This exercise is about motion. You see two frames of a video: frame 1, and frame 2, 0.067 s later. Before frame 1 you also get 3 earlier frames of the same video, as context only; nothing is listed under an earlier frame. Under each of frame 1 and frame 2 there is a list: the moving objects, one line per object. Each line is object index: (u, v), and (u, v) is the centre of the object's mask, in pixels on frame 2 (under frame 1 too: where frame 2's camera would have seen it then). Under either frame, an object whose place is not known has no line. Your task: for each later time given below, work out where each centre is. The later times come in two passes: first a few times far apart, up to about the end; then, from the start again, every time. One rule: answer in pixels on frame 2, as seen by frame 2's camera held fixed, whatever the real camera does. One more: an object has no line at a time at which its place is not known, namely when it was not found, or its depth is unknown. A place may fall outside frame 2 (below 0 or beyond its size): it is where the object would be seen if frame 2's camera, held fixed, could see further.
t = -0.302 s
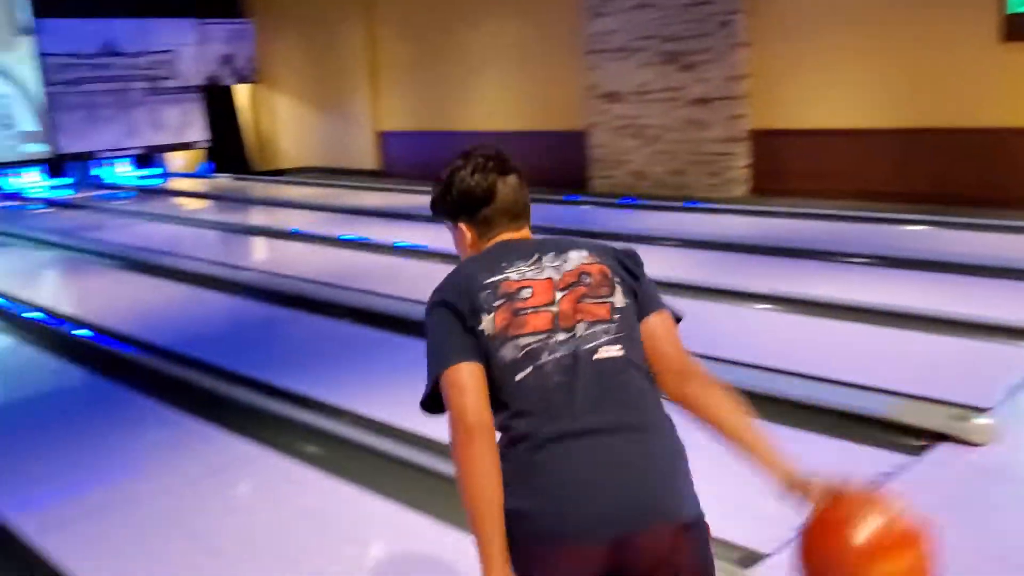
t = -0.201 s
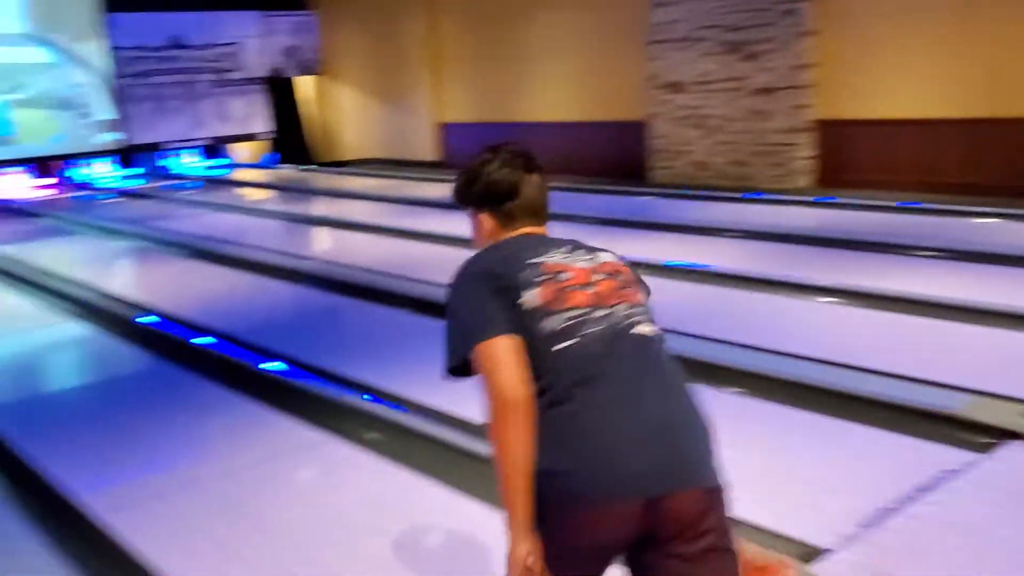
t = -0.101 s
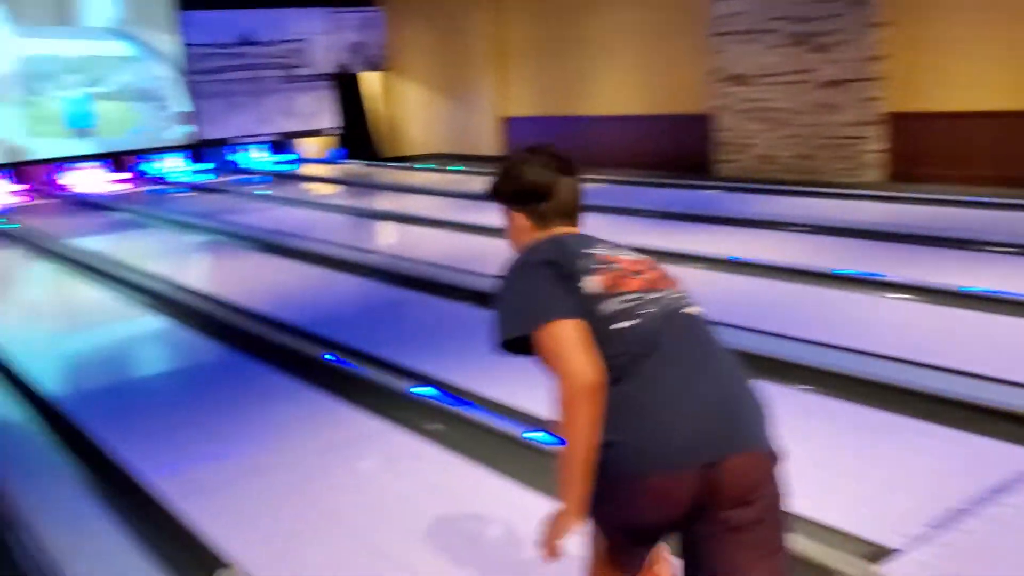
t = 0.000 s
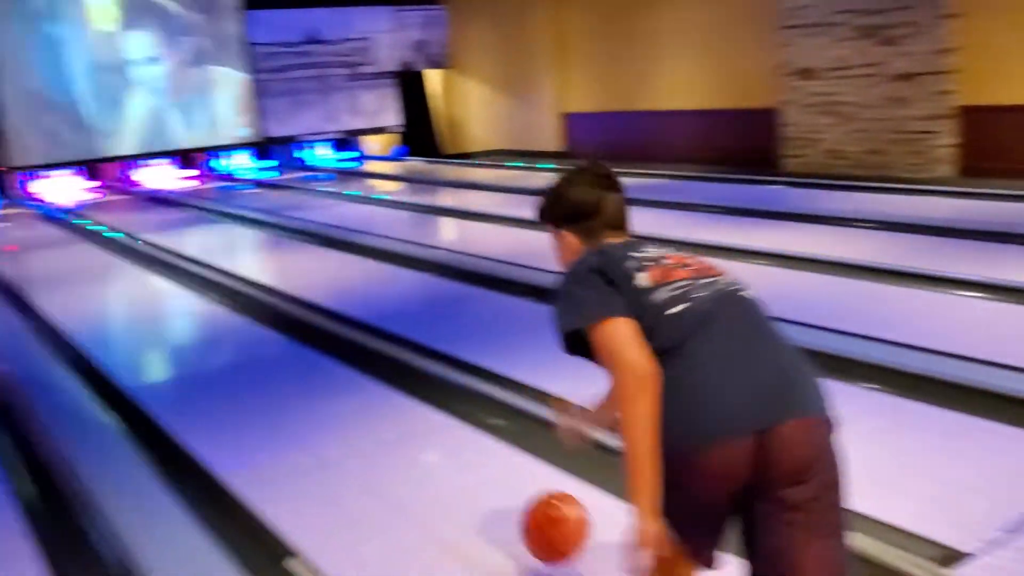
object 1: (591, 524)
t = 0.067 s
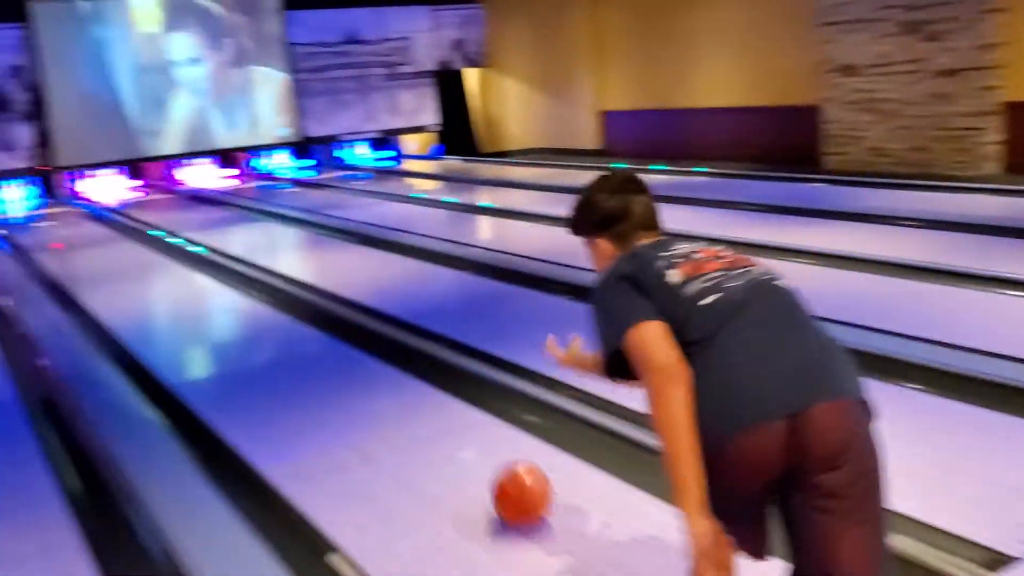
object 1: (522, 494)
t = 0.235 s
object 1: (401, 415)
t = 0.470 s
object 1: (299, 347)
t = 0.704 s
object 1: (233, 304)
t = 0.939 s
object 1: (188, 274)
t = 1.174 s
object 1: (155, 255)
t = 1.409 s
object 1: (132, 239)
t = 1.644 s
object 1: (114, 227)
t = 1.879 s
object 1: (99, 217)
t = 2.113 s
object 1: (85, 208)
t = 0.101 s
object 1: (492, 472)
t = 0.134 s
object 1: (465, 454)
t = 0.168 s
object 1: (442, 441)
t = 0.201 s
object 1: (421, 428)
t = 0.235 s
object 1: (401, 415)
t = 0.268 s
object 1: (384, 403)
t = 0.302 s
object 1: (367, 392)
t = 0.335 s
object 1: (351, 381)
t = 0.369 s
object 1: (337, 372)
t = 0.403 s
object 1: (324, 363)
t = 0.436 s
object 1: (311, 356)
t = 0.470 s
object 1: (299, 347)
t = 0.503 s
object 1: (289, 339)
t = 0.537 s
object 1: (278, 333)
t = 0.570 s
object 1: (268, 326)
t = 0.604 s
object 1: (258, 321)
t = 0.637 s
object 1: (250, 315)
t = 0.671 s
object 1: (242, 310)
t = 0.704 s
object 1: (233, 304)
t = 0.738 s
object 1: (225, 299)
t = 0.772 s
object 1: (218, 294)
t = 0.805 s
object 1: (211, 290)
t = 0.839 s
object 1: (205, 286)
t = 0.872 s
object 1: (199, 282)
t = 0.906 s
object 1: (193, 278)
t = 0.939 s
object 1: (188, 274)
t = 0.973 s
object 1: (183, 272)
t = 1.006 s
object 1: (177, 268)
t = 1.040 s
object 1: (172, 265)
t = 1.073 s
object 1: (168, 262)
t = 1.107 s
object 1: (164, 260)
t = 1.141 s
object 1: (160, 257)
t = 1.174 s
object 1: (155, 255)
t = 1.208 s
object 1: (151, 252)
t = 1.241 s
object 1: (148, 250)
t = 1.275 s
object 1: (145, 248)
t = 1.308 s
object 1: (141, 245)
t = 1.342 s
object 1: (138, 243)
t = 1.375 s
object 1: (135, 241)
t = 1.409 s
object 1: (132, 239)
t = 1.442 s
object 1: (129, 237)
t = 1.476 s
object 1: (126, 235)
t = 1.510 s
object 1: (123, 234)
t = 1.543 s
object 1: (121, 232)
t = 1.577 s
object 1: (118, 231)
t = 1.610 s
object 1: (116, 228)
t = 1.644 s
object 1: (114, 227)
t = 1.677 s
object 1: (111, 225)
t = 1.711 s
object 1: (109, 224)
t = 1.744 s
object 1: (106, 223)
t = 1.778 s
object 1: (105, 221)
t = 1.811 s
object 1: (103, 220)
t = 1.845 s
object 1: (102, 218)
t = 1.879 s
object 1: (99, 217)
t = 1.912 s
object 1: (97, 214)
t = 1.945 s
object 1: (94, 213)
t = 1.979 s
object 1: (91, 212)
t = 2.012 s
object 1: (89, 210)
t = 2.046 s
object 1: (88, 209)
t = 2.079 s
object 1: (87, 208)
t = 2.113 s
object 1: (85, 208)
